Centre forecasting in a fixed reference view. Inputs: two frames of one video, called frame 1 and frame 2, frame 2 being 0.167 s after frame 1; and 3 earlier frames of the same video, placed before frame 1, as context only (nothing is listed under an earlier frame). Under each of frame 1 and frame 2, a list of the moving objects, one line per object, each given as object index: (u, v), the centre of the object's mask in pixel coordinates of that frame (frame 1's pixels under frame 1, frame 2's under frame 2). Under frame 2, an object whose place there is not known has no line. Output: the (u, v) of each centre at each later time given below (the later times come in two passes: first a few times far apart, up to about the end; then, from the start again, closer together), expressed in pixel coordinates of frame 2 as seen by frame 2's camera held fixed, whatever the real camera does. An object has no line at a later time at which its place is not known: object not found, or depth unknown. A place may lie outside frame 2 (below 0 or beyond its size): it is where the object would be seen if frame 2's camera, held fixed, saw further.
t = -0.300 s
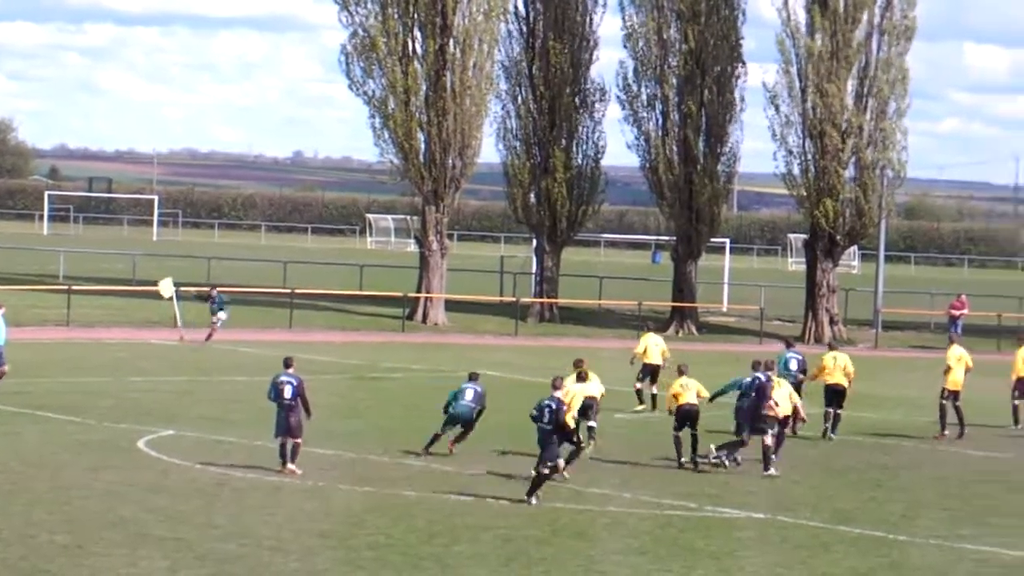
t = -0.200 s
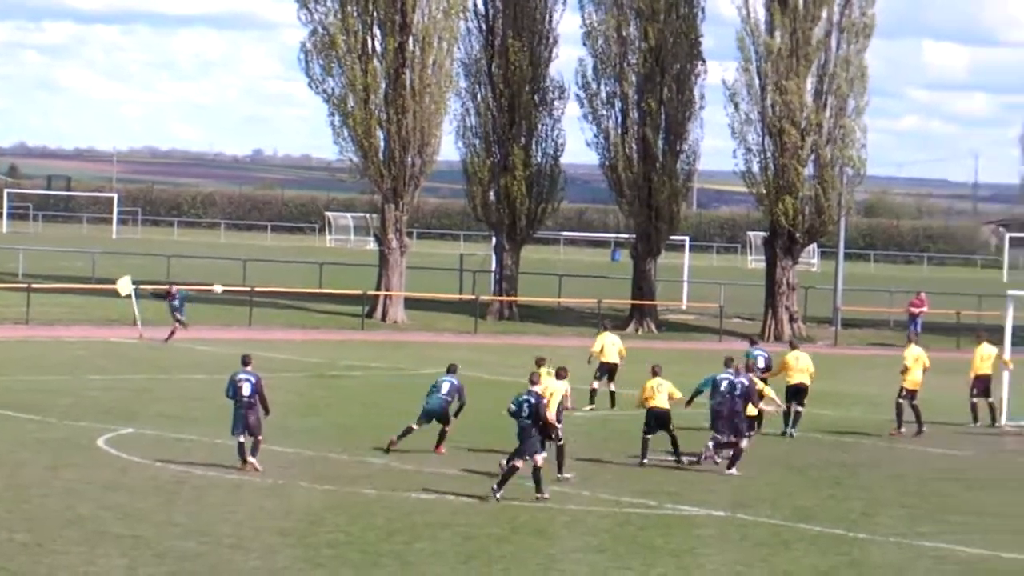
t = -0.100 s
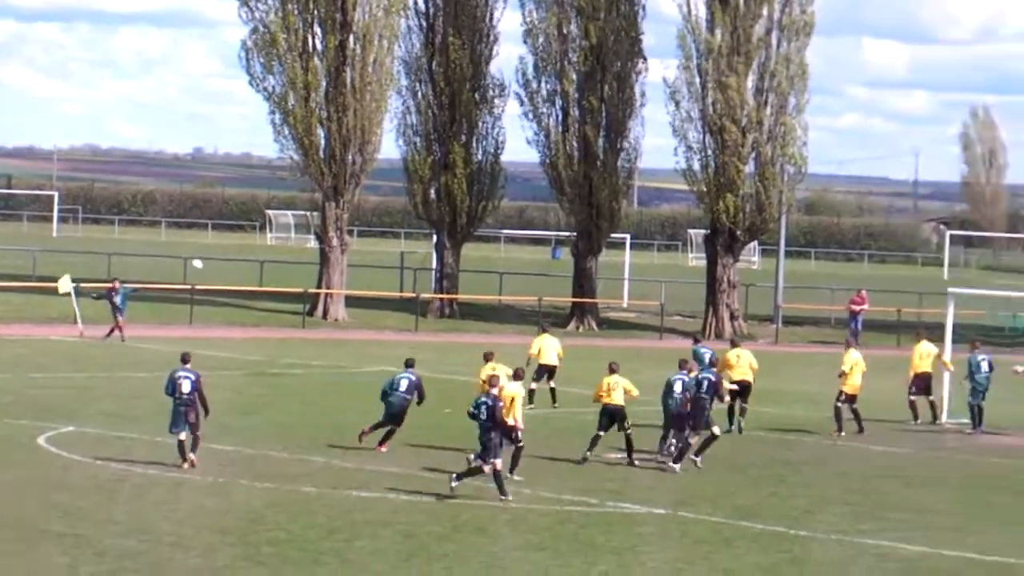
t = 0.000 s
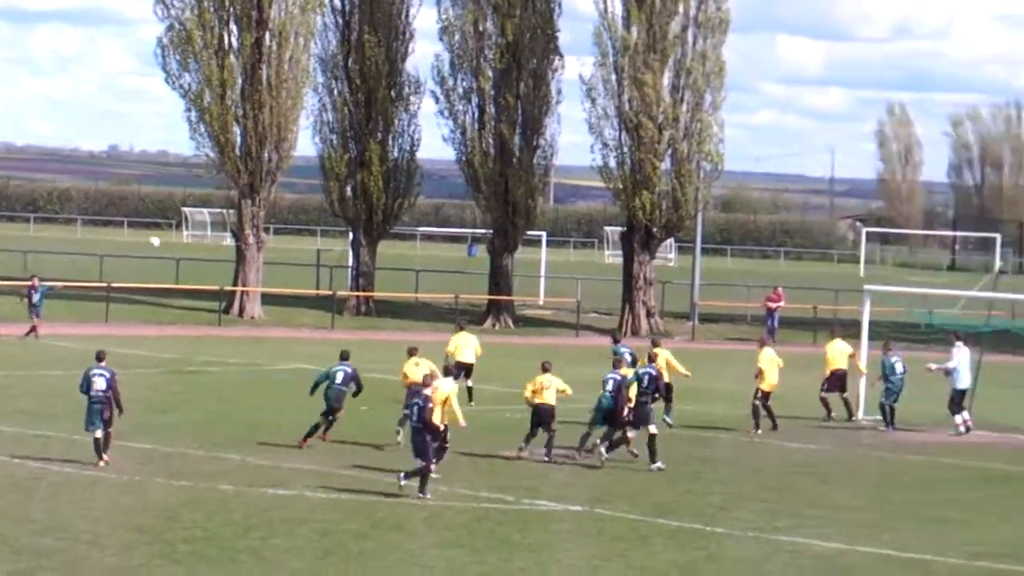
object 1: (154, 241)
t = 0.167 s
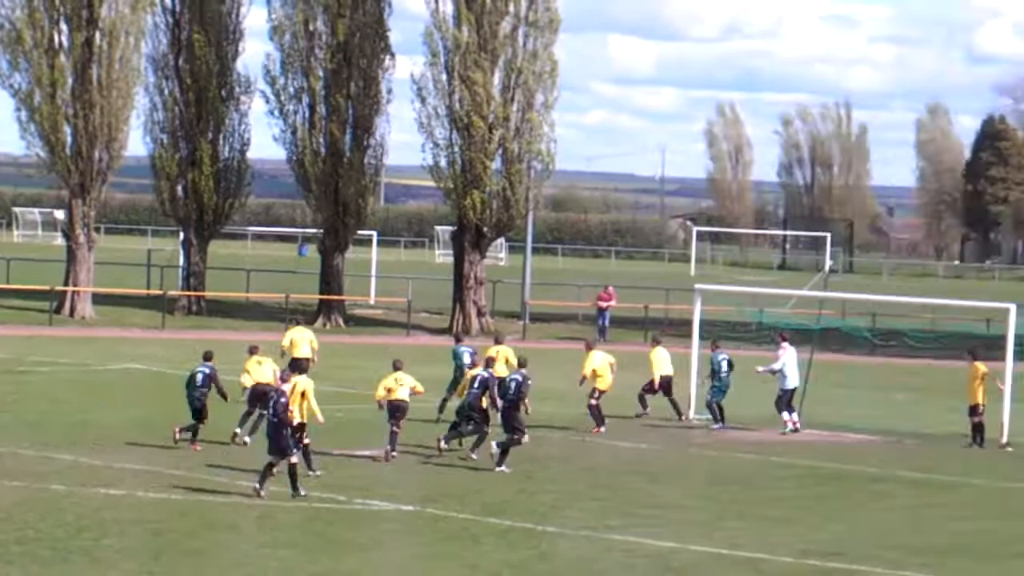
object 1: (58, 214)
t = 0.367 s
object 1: (154, 194)
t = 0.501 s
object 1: (219, 189)
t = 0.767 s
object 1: (357, 200)
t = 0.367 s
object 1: (154, 194)
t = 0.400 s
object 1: (170, 193)
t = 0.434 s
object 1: (185, 191)
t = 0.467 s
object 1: (202, 190)
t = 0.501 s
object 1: (219, 189)
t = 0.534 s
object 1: (236, 189)
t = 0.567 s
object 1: (253, 189)
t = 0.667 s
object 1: (304, 192)
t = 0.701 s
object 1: (322, 194)
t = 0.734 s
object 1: (339, 197)
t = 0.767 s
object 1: (357, 200)
